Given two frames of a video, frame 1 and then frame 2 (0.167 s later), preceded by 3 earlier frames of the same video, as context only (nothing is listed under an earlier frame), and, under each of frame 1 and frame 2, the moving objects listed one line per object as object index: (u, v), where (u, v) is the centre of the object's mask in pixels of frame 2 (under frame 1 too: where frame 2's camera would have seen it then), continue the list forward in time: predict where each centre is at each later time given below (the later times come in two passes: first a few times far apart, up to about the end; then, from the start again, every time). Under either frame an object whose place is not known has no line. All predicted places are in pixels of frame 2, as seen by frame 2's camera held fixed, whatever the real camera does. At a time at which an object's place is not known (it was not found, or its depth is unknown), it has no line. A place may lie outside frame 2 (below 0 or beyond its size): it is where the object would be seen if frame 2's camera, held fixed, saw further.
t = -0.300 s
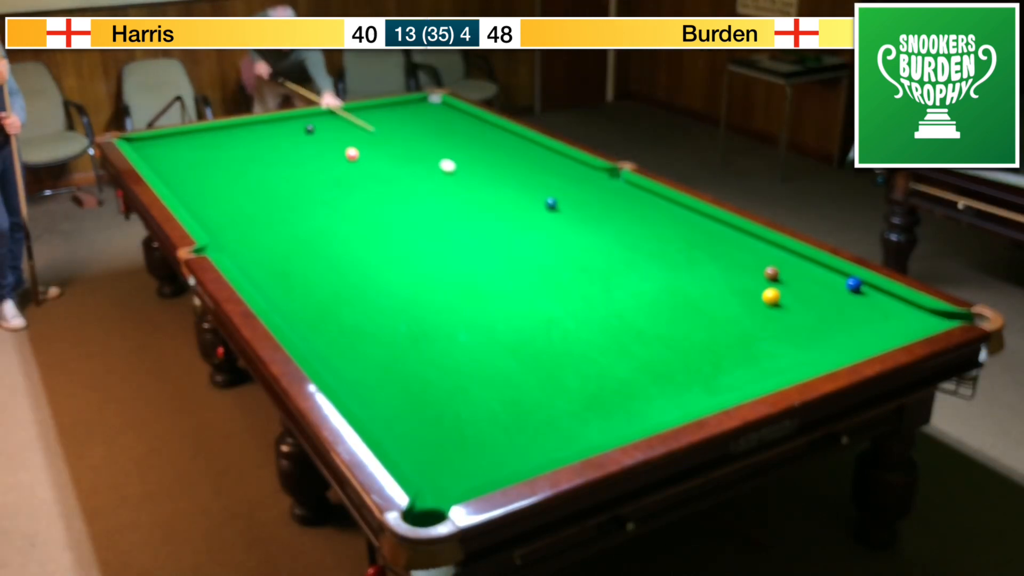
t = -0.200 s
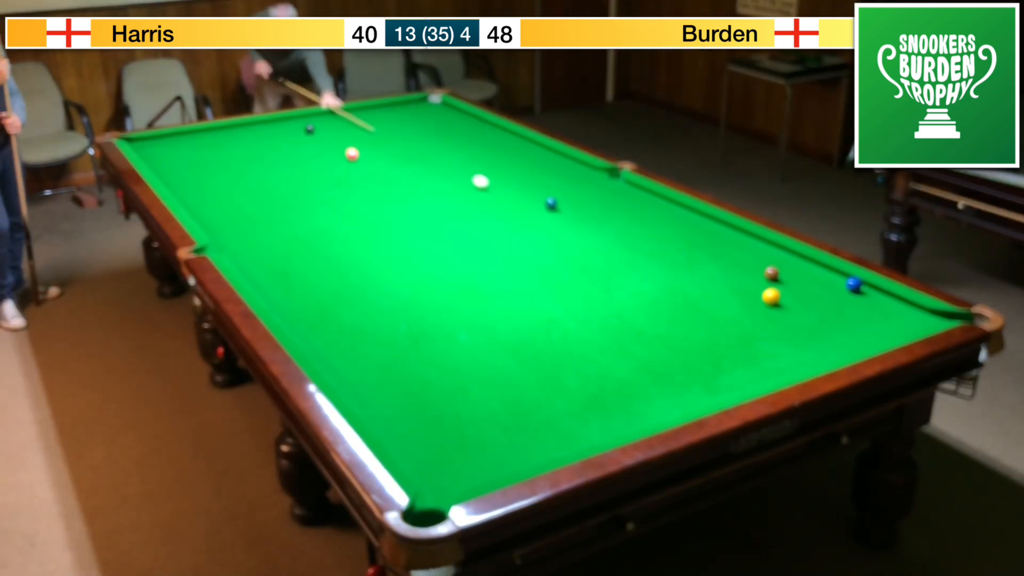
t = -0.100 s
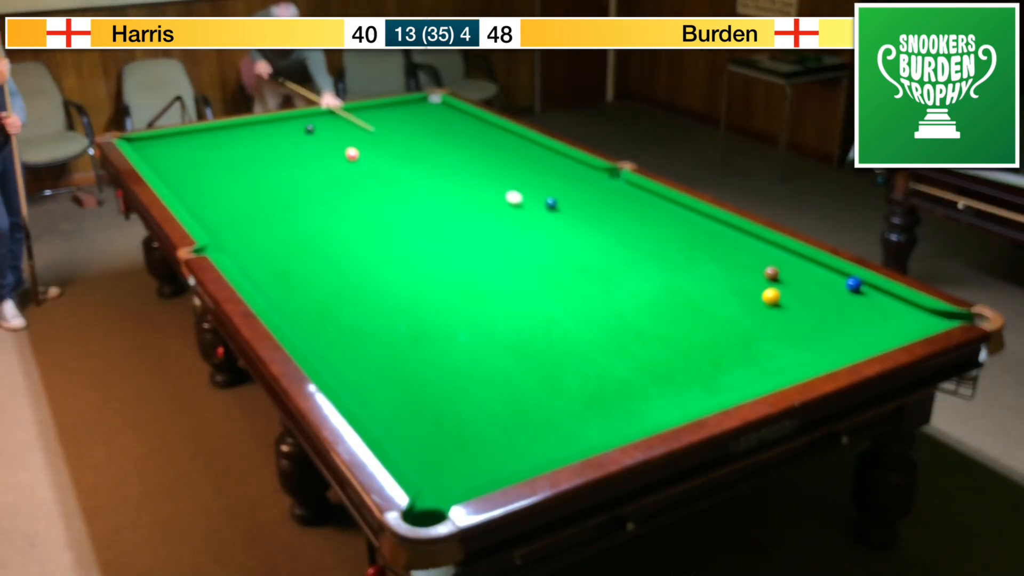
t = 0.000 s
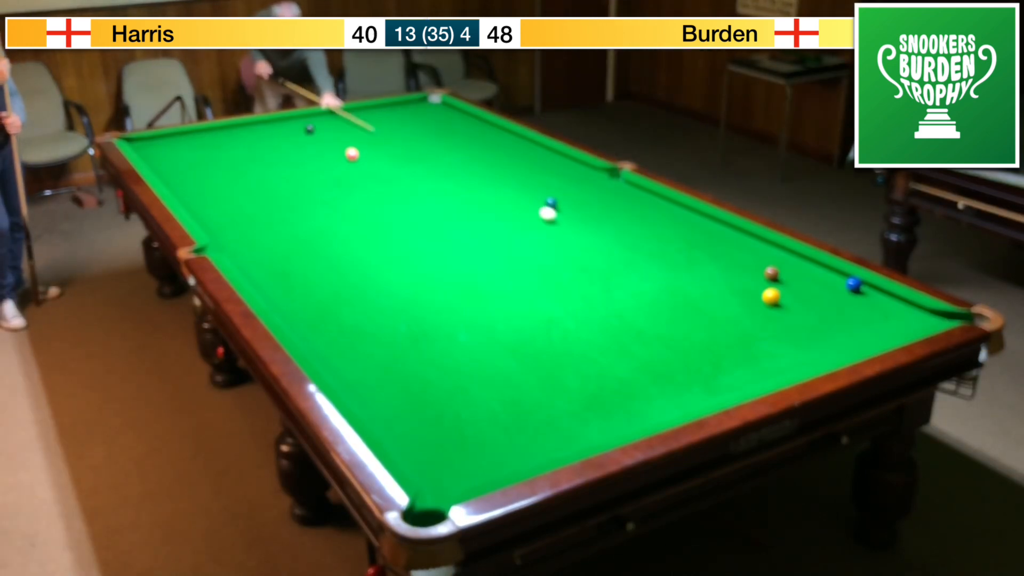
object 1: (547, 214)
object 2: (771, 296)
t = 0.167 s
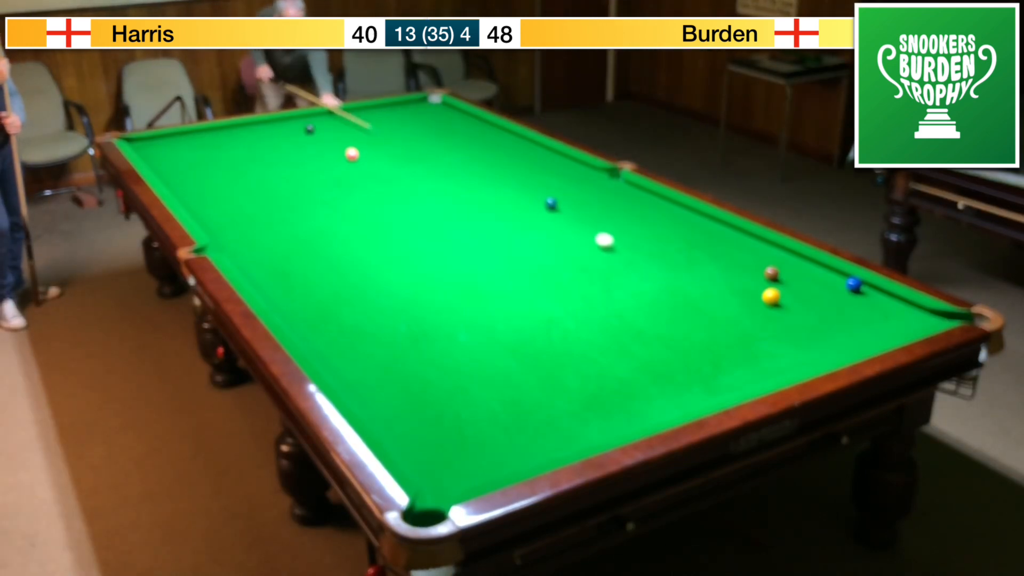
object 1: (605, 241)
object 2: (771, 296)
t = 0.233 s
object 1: (629, 252)
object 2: (771, 296)
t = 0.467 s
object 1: (725, 297)
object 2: (771, 296)
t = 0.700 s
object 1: (839, 349)
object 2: (771, 296)
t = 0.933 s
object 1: (781, 303)
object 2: (767, 293)
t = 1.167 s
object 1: (779, 296)
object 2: (733, 268)
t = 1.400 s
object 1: (776, 290)
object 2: (708, 248)
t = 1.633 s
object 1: (774, 284)
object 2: (685, 231)
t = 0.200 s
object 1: (616, 246)
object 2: (771, 296)
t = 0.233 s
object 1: (629, 252)
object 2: (771, 296)
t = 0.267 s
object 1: (641, 258)
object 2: (771, 296)
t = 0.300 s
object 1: (654, 264)
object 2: (771, 296)
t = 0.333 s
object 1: (667, 270)
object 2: (771, 296)
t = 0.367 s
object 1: (681, 276)
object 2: (771, 296)
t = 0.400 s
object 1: (696, 283)
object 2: (771, 296)
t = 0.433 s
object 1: (710, 290)
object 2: (771, 296)
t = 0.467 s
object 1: (725, 297)
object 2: (771, 296)
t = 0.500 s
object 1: (740, 304)
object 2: (771, 296)
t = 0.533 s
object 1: (756, 312)
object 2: (771, 296)
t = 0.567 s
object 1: (773, 319)
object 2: (771, 296)
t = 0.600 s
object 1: (790, 327)
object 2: (771, 296)
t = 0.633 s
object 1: (807, 336)
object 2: (771, 296)
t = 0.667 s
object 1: (825, 344)
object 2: (771, 296)
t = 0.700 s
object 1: (839, 349)
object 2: (771, 296)
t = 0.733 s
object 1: (830, 342)
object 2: (771, 296)
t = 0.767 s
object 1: (819, 334)
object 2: (771, 296)
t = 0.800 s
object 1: (809, 326)
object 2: (771, 296)
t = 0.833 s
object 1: (800, 319)
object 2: (771, 296)
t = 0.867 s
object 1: (792, 312)
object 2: (771, 296)
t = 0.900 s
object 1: (785, 306)
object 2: (770, 295)
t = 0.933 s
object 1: (781, 303)
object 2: (767, 293)
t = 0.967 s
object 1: (781, 302)
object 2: (762, 289)
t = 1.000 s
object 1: (781, 301)
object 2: (756, 285)
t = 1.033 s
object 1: (781, 300)
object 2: (750, 281)
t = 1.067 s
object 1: (780, 299)
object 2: (746, 277)
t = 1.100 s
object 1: (780, 298)
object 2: (742, 274)
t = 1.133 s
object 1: (779, 297)
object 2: (737, 271)
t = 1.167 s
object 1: (779, 296)
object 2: (733, 268)
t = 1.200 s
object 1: (779, 295)
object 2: (730, 265)
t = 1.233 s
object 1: (778, 294)
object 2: (726, 262)
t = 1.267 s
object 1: (778, 293)
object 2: (722, 259)
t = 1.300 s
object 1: (777, 292)
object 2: (718, 256)
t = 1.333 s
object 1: (777, 291)
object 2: (715, 254)
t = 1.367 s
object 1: (777, 291)
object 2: (711, 251)
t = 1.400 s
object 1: (776, 290)
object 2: (708, 248)
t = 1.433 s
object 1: (776, 289)
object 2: (704, 246)
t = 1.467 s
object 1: (776, 288)
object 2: (701, 243)
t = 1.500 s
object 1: (775, 287)
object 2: (698, 240)
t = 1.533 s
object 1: (775, 286)
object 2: (694, 238)
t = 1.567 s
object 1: (774, 286)
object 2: (691, 236)
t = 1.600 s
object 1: (774, 285)
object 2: (688, 233)
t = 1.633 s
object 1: (774, 284)
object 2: (685, 231)
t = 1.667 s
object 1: (773, 283)
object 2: (682, 229)
